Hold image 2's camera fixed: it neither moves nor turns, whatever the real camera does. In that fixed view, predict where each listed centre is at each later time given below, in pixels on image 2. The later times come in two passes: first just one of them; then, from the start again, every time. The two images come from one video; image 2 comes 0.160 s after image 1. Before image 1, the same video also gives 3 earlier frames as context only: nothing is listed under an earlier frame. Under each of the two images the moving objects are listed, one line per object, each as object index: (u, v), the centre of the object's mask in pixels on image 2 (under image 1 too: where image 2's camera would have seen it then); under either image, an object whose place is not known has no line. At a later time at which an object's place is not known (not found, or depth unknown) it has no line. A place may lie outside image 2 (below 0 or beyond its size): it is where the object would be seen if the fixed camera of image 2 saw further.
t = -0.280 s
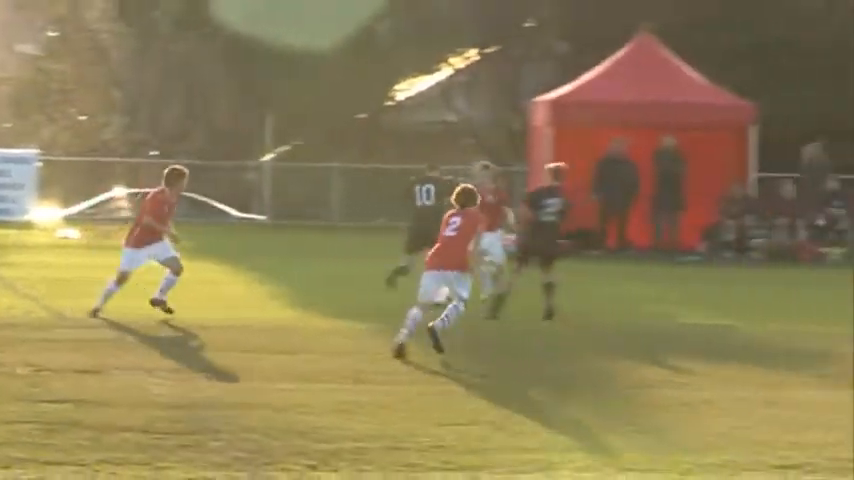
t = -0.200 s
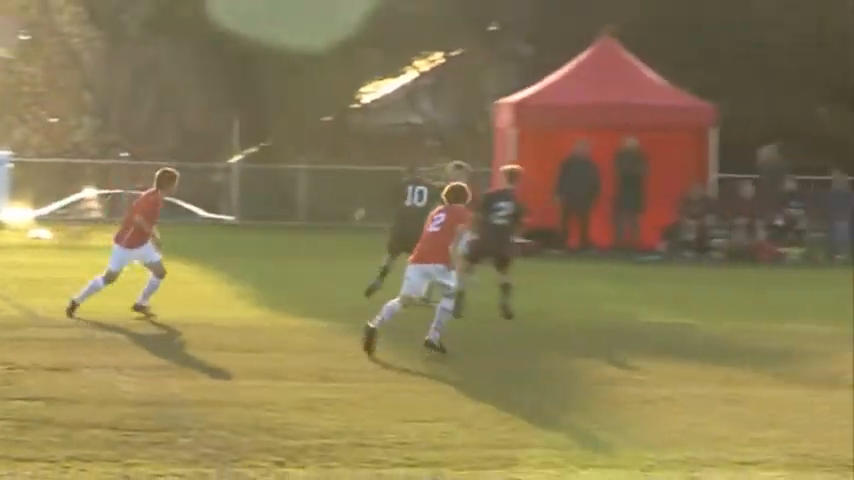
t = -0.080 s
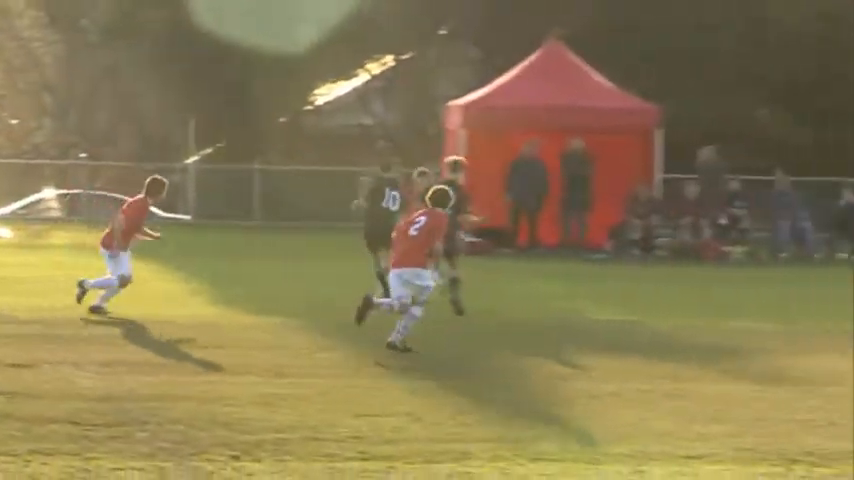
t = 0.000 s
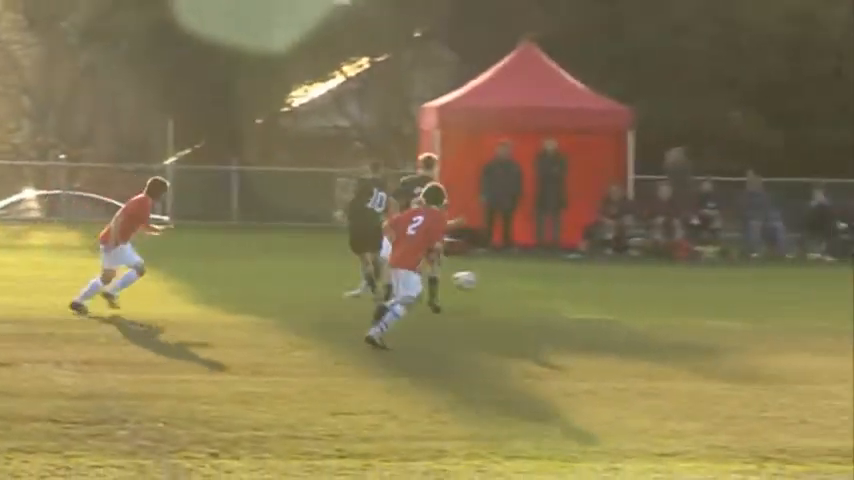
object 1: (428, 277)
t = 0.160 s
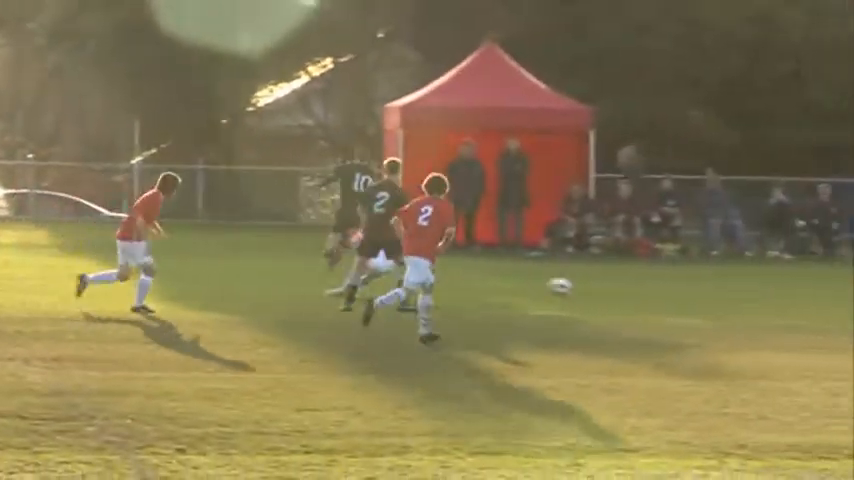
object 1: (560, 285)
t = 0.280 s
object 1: (650, 284)
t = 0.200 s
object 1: (592, 288)
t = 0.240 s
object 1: (622, 287)
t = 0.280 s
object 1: (650, 284)
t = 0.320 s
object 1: (677, 281)
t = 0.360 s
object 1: (706, 281)
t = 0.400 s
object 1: (734, 281)
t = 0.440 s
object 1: (763, 283)
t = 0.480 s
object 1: (791, 286)
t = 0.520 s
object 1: (820, 290)
